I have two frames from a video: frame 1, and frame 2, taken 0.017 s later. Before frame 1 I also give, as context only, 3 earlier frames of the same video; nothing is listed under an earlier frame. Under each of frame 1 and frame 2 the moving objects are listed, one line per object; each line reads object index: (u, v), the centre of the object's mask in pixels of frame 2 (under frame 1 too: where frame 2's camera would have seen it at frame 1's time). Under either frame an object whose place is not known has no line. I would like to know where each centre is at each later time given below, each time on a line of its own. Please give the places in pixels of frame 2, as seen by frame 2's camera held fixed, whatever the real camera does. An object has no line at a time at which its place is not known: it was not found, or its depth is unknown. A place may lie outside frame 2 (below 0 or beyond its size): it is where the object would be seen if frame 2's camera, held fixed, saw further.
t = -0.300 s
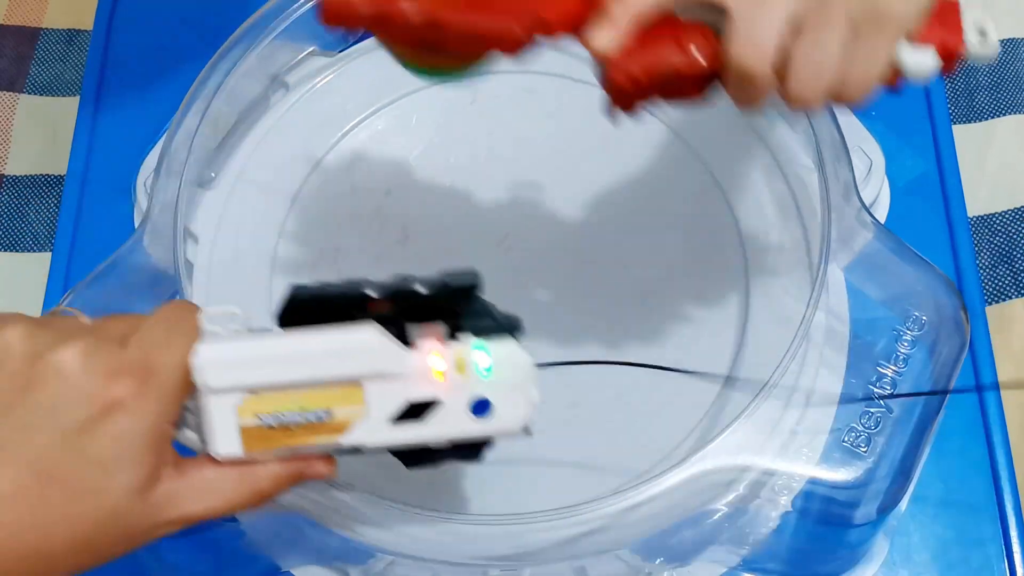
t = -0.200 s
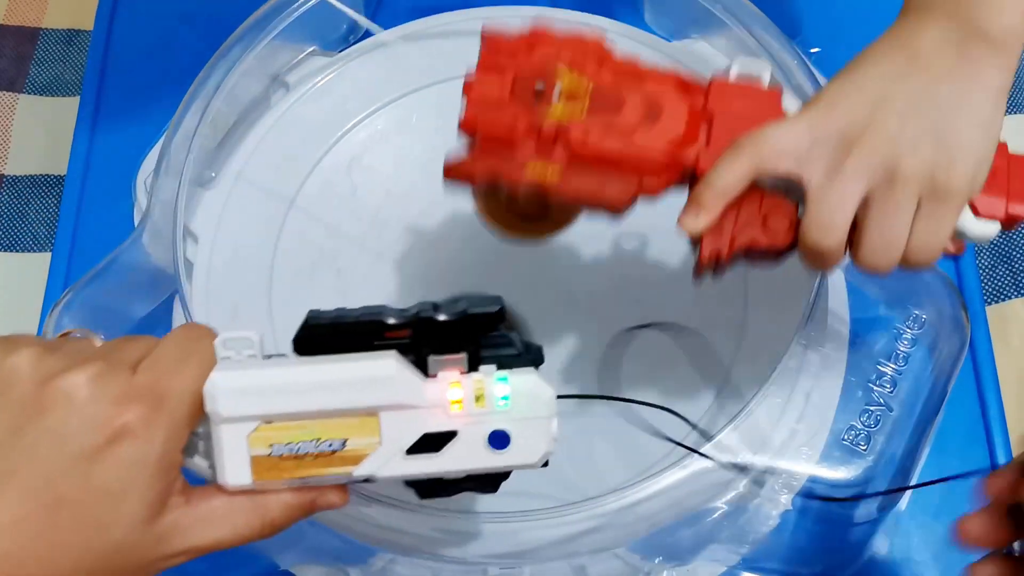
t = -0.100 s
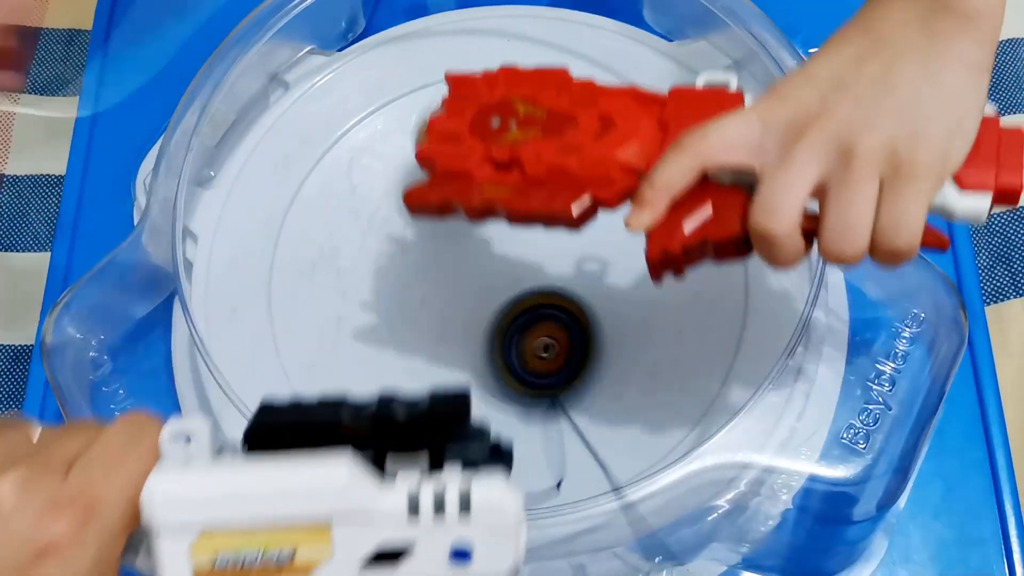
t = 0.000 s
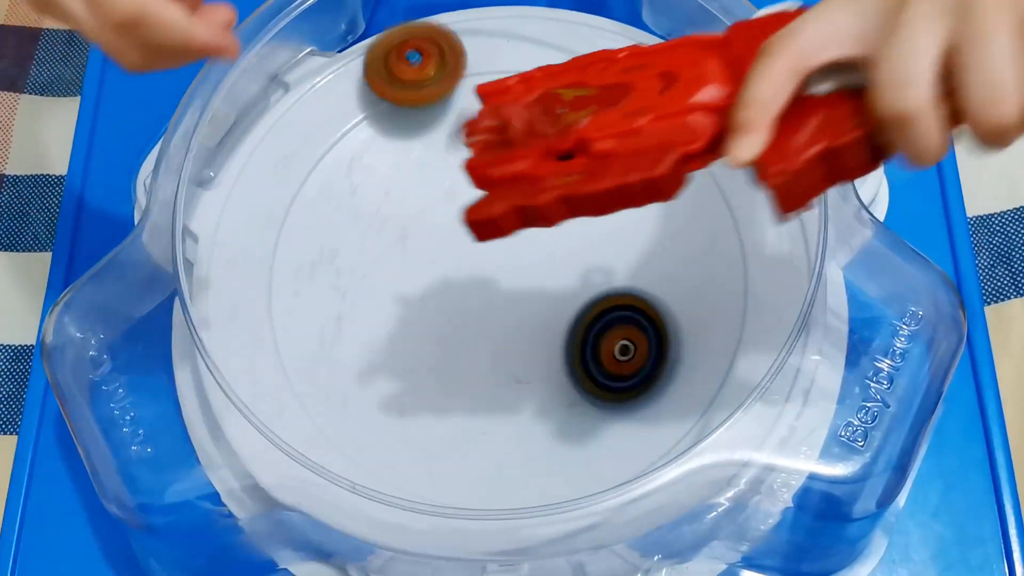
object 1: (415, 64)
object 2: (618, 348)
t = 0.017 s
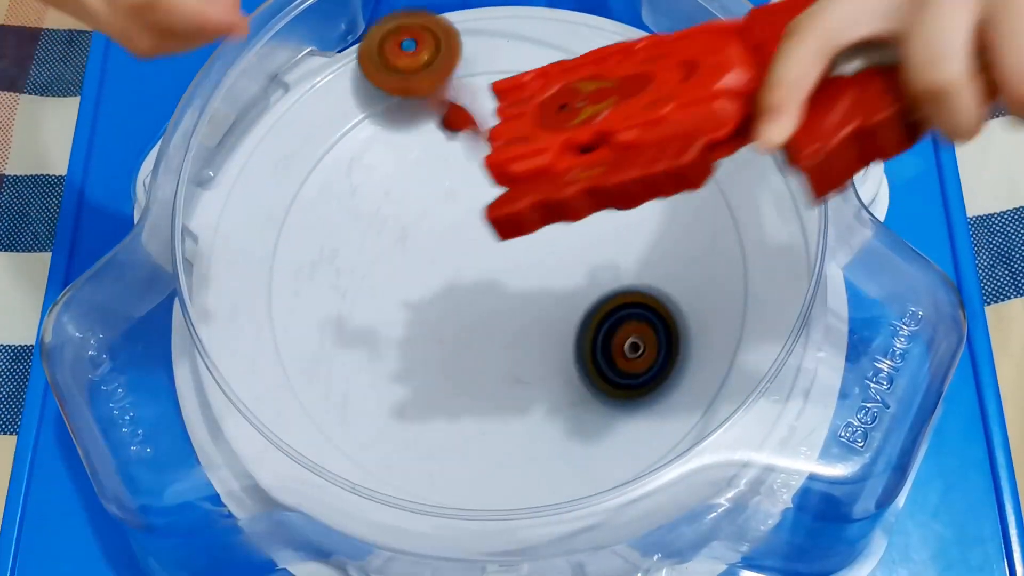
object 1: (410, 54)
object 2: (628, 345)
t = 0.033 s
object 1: (405, 44)
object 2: (636, 338)
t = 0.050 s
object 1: (401, 39)
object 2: (645, 333)
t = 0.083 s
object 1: (400, 32)
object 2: (659, 320)
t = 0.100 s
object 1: (407, 32)
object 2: (663, 313)
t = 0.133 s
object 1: (424, 33)
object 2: (669, 294)
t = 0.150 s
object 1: (434, 34)
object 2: (669, 283)
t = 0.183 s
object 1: (455, 40)
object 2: (667, 262)
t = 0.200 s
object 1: (468, 44)
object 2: (665, 250)
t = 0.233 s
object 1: (493, 60)
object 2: (655, 226)
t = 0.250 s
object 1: (507, 69)
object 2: (649, 214)
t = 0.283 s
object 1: (536, 93)
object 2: (632, 190)
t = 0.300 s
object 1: (550, 106)
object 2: (622, 178)
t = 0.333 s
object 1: (534, 88)
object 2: (641, 194)
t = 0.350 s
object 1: (522, 77)
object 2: (650, 205)
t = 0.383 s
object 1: (501, 61)
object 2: (666, 228)
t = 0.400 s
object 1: (491, 55)
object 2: (671, 238)
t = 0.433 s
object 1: (473, 58)
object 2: (677, 260)
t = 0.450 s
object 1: (465, 64)
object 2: (677, 270)
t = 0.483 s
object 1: (451, 78)
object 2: (672, 288)
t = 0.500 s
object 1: (445, 87)
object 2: (667, 297)
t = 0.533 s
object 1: (434, 107)
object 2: (652, 311)
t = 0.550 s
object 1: (430, 119)
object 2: (643, 316)
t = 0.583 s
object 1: (424, 145)
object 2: (619, 324)
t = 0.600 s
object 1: (422, 158)
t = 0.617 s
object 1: (421, 172)
